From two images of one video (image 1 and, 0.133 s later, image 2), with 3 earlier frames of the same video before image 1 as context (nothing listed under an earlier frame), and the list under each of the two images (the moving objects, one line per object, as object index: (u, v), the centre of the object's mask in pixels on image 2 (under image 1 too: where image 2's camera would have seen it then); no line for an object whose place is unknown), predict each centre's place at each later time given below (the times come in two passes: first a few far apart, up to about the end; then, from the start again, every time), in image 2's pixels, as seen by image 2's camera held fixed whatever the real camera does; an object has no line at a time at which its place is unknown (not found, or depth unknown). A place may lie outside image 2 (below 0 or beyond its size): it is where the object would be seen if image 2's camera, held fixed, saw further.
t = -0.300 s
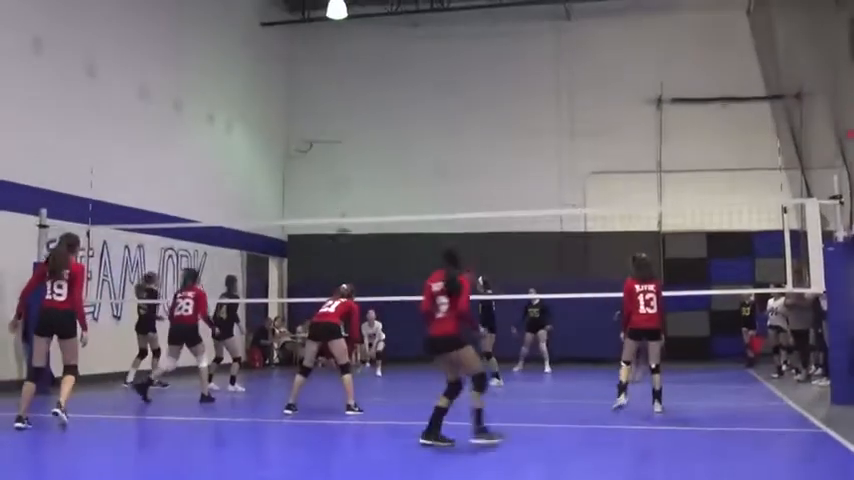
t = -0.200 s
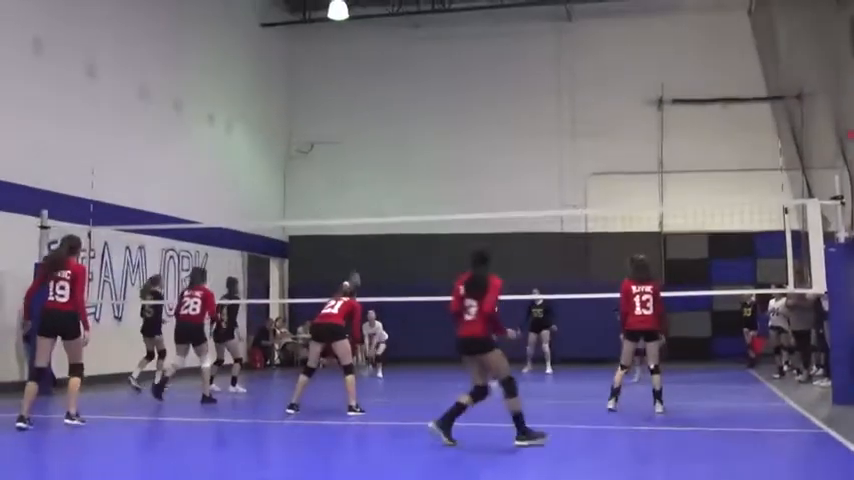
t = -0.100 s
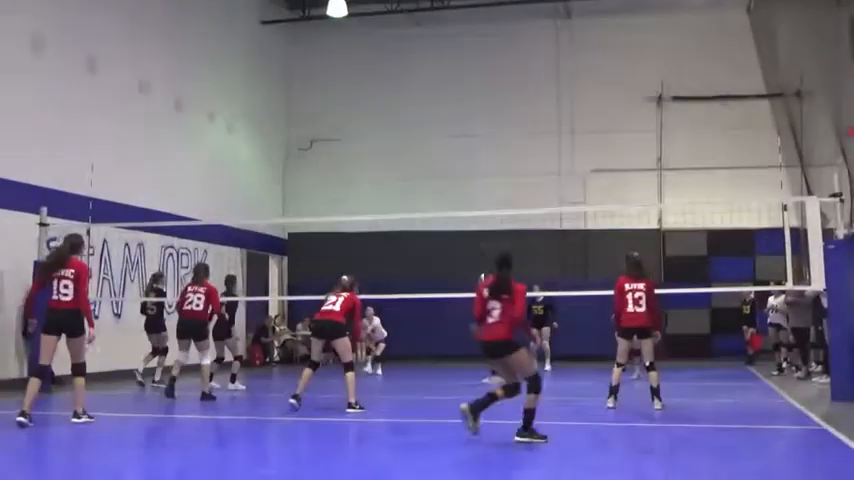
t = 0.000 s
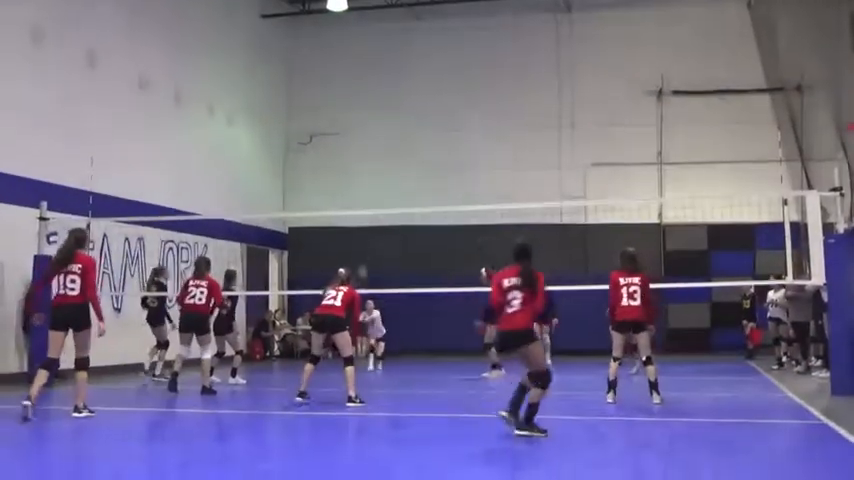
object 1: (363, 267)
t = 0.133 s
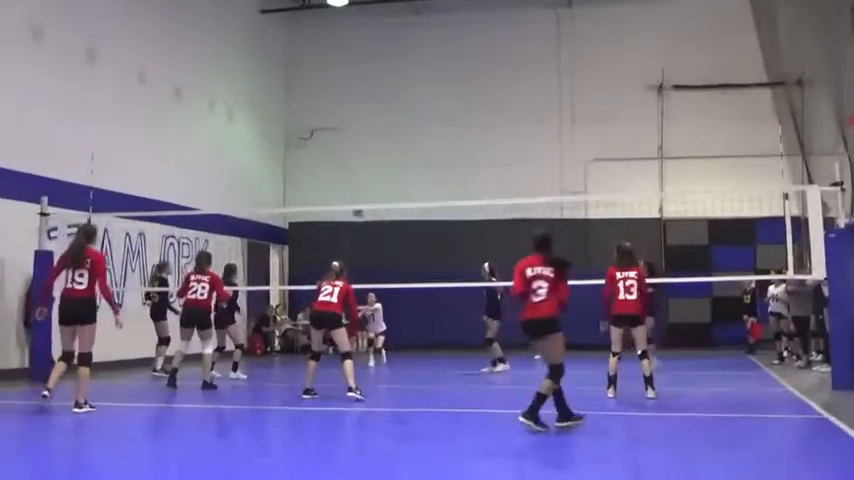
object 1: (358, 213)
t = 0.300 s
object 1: (354, 151)
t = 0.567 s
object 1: (349, 86)
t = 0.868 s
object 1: (343, 59)
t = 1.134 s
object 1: (336, 82)
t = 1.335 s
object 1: (332, 132)
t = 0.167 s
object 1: (357, 198)
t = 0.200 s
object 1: (356, 186)
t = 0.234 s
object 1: (356, 174)
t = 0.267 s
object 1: (354, 163)
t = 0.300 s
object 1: (354, 151)
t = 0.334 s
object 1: (354, 140)
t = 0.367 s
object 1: (353, 131)
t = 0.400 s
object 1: (352, 122)
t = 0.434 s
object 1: (351, 114)
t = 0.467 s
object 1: (350, 106)
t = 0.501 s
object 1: (350, 99)
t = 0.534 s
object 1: (349, 91)
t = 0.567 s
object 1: (349, 86)
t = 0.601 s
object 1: (349, 81)
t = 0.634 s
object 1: (348, 76)
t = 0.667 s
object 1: (347, 71)
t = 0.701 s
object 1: (347, 67)
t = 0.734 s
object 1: (346, 65)
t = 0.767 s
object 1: (345, 63)
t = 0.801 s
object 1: (344, 60)
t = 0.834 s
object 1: (343, 59)
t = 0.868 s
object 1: (343, 59)
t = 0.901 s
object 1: (342, 60)
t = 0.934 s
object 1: (341, 61)
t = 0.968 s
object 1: (340, 62)
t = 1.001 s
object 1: (340, 65)
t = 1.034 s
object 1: (339, 68)
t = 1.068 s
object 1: (337, 71)
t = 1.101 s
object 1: (337, 78)
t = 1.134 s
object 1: (336, 82)
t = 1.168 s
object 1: (335, 89)
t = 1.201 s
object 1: (334, 97)
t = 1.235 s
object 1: (334, 106)
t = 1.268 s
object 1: (334, 113)
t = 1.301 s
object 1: (332, 123)
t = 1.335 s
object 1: (332, 132)
